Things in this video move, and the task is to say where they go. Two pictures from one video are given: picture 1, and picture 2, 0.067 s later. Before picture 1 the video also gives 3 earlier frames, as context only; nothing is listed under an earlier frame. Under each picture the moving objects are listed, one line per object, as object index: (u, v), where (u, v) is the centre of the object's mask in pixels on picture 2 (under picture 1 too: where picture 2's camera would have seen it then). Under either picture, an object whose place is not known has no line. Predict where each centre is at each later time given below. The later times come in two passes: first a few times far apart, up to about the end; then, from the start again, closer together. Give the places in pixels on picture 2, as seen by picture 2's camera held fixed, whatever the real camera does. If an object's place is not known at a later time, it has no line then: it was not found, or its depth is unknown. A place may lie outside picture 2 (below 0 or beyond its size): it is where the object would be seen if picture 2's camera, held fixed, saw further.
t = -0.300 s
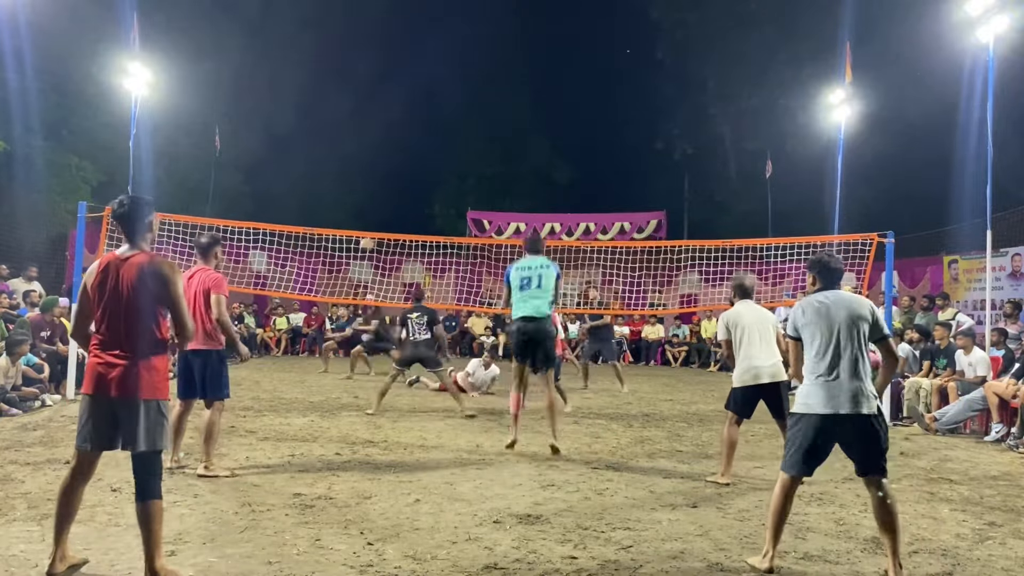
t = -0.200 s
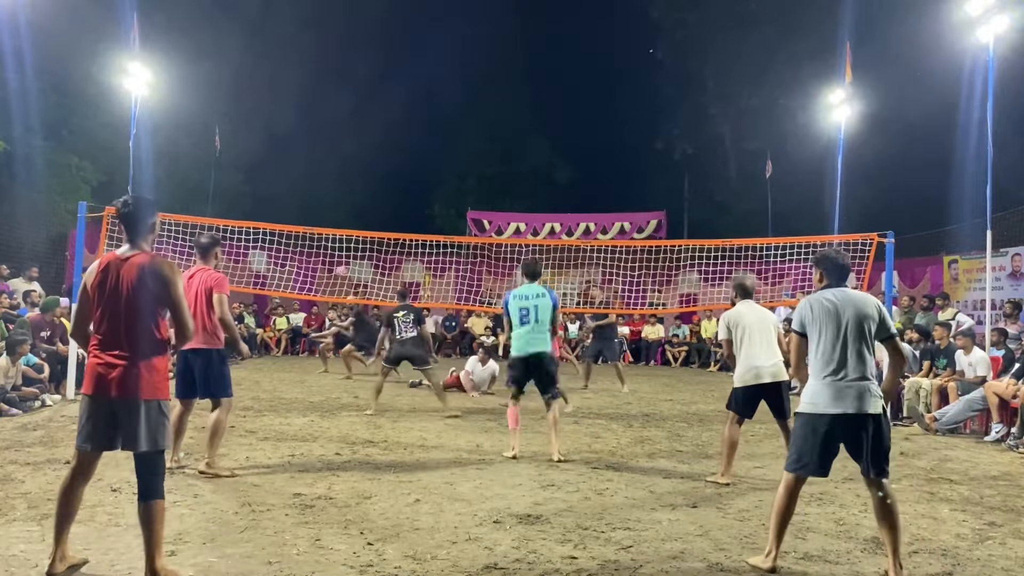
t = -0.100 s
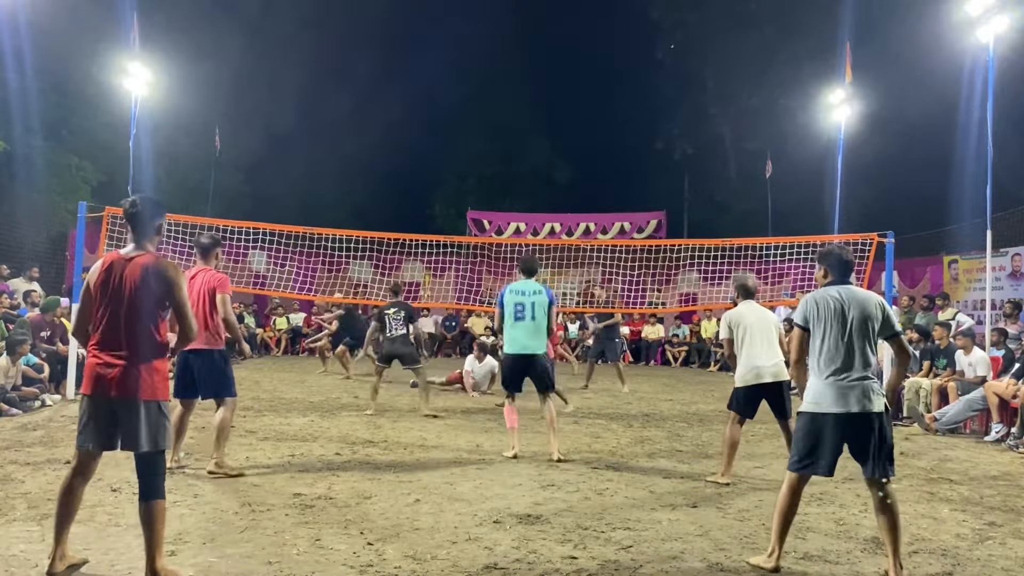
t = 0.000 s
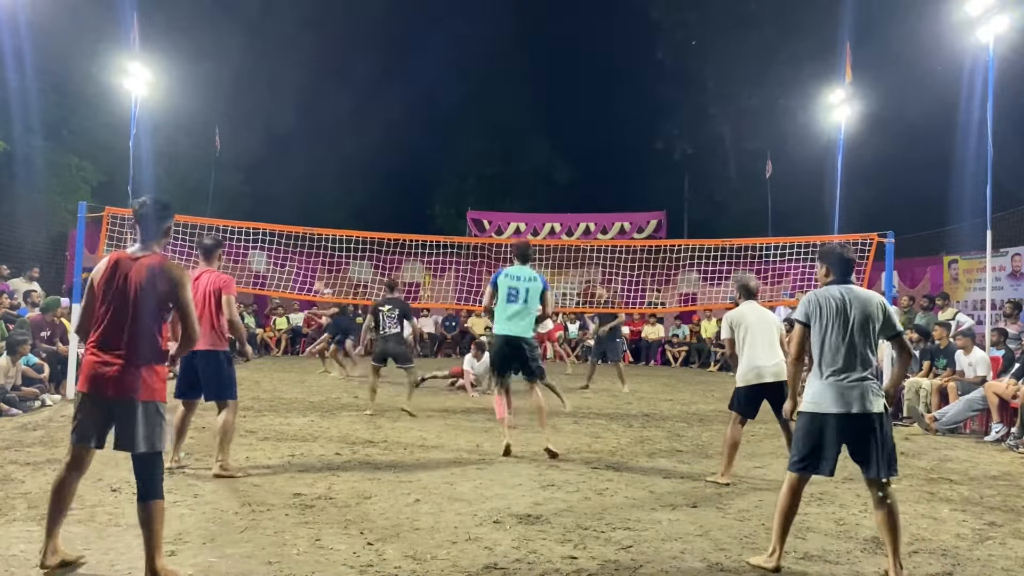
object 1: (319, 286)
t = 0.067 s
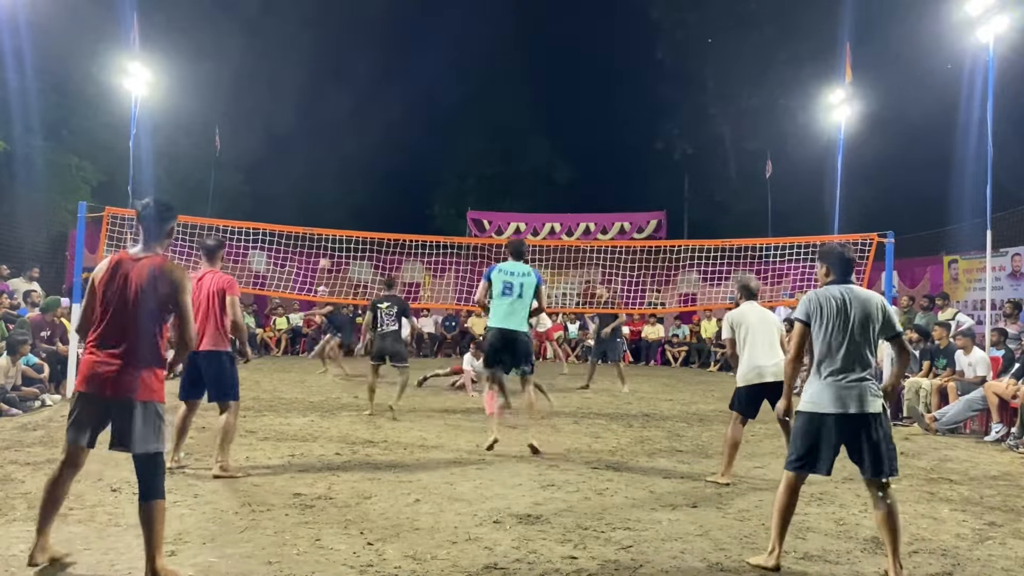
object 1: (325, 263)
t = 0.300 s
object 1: (351, 187)
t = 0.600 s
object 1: (399, 117)
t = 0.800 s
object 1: (449, 99)
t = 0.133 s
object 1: (331, 241)
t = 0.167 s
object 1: (335, 227)
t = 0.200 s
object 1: (338, 219)
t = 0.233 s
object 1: (342, 208)
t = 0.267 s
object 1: (346, 198)
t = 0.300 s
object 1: (351, 187)
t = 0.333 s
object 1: (355, 178)
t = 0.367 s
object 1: (359, 169)
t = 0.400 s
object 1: (364, 159)
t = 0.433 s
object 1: (370, 151)
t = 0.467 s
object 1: (375, 144)
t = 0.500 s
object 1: (380, 136)
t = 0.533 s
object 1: (386, 129)
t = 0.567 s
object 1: (393, 122)
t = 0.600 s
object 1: (399, 117)
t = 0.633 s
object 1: (406, 112)
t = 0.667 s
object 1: (414, 107)
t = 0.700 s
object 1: (422, 104)
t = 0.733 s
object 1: (430, 102)
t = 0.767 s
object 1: (439, 100)
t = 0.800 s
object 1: (449, 99)
